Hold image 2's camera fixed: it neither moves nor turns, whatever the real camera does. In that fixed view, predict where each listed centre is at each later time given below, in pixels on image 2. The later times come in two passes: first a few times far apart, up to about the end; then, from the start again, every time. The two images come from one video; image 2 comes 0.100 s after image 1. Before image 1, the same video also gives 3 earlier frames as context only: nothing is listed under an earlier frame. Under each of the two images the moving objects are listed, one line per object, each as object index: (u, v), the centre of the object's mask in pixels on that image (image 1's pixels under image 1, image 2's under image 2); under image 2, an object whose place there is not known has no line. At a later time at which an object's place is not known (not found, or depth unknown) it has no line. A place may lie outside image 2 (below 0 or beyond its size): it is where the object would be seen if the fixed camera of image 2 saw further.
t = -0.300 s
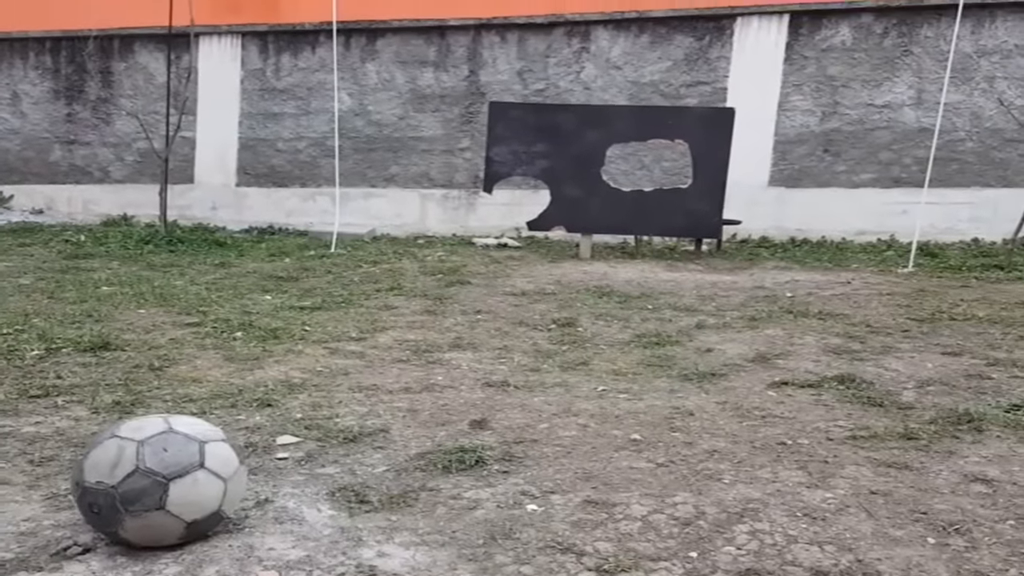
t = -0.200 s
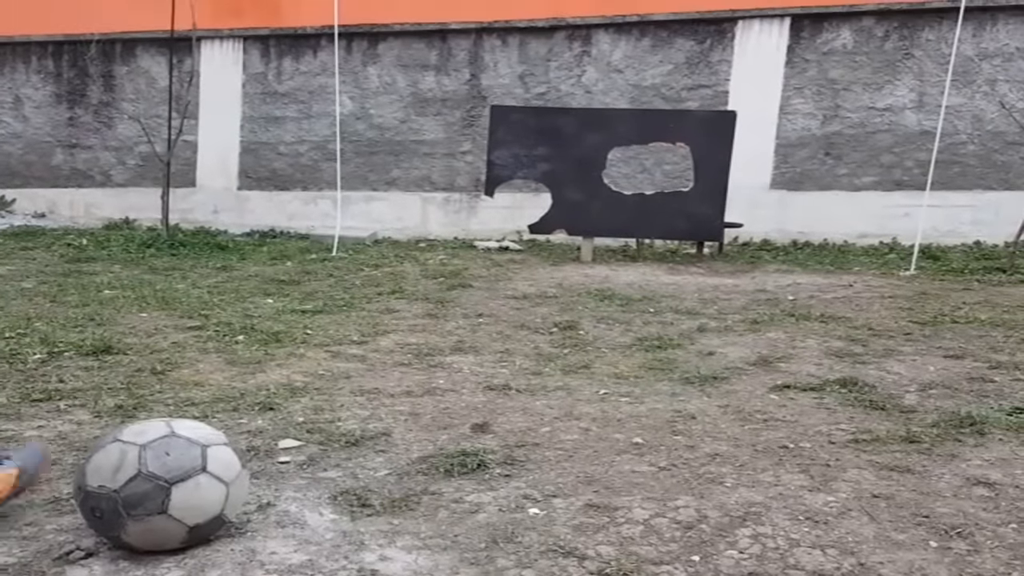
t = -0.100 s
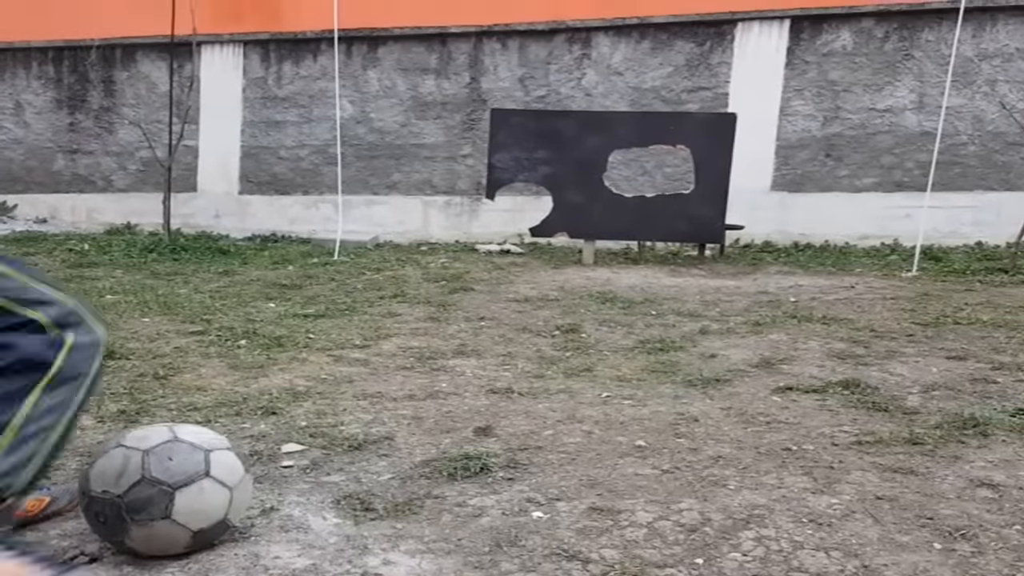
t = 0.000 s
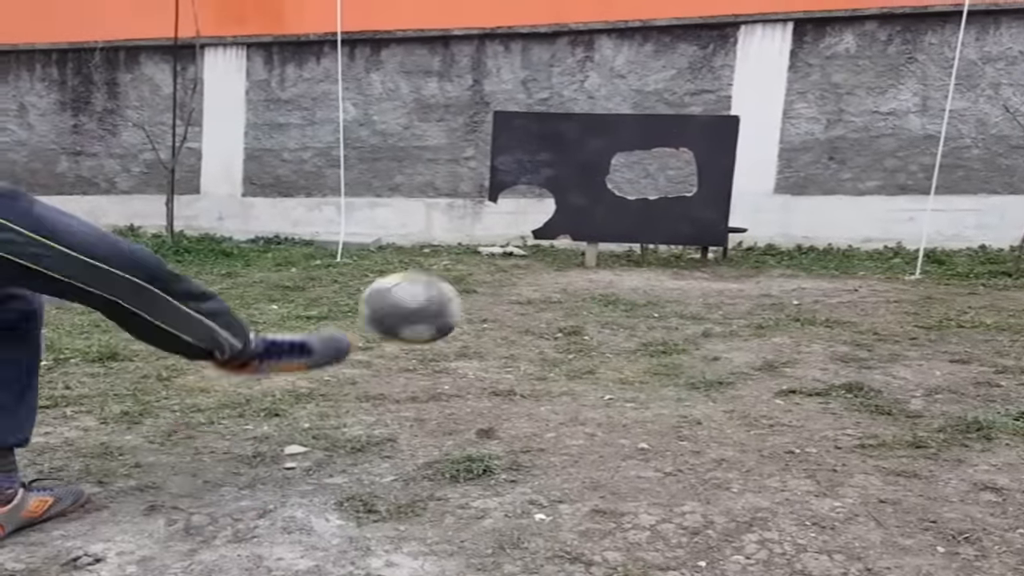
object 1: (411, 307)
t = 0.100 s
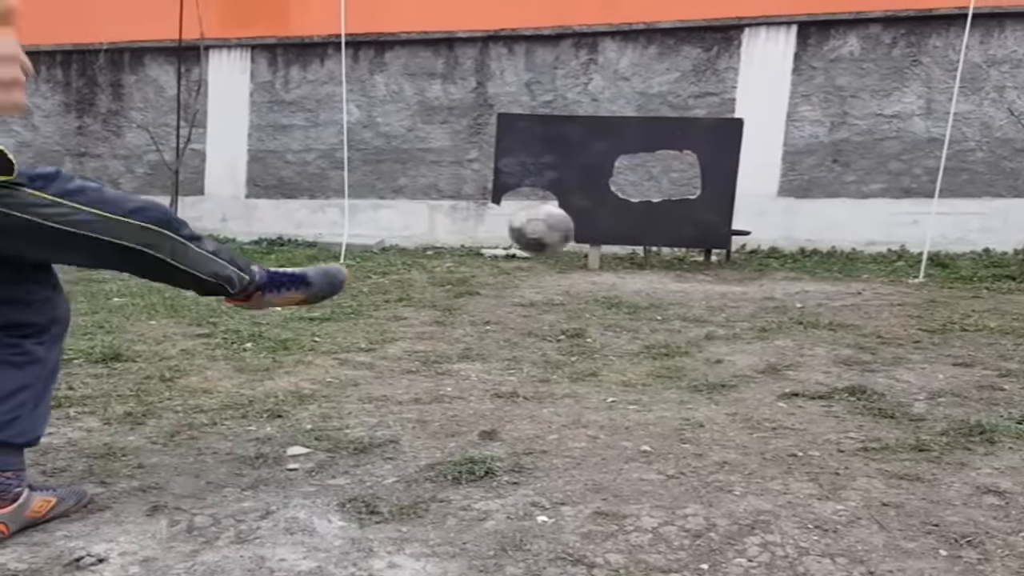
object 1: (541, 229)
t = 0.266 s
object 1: (617, 204)
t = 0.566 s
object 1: (578, 252)
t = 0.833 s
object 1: (515, 279)
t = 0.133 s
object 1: (564, 218)
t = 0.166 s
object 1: (583, 209)
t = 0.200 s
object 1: (597, 203)
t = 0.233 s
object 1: (608, 203)
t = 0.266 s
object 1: (617, 204)
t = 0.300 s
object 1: (619, 203)
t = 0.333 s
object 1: (616, 202)
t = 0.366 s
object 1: (613, 201)
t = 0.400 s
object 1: (610, 202)
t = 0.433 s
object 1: (605, 206)
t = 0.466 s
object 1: (599, 213)
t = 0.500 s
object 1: (593, 223)
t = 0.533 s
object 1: (586, 235)
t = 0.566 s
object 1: (578, 252)
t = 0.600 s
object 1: (569, 273)
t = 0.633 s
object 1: (558, 301)
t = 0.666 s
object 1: (548, 323)
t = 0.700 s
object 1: (543, 311)
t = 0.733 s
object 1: (538, 300)
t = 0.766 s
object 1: (532, 292)
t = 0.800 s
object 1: (523, 283)
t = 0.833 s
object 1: (515, 279)
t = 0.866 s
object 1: (505, 278)
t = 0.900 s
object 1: (493, 283)
